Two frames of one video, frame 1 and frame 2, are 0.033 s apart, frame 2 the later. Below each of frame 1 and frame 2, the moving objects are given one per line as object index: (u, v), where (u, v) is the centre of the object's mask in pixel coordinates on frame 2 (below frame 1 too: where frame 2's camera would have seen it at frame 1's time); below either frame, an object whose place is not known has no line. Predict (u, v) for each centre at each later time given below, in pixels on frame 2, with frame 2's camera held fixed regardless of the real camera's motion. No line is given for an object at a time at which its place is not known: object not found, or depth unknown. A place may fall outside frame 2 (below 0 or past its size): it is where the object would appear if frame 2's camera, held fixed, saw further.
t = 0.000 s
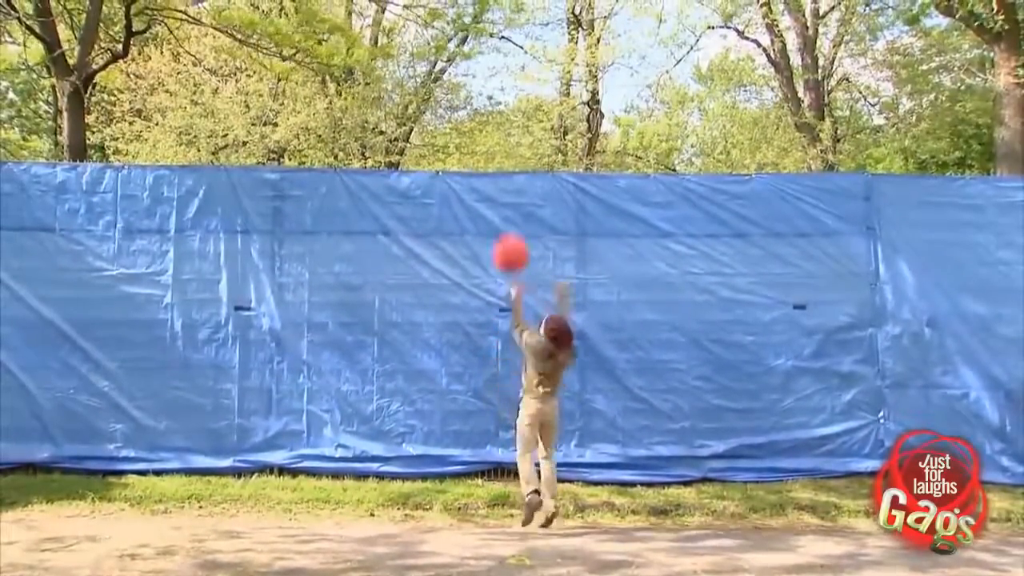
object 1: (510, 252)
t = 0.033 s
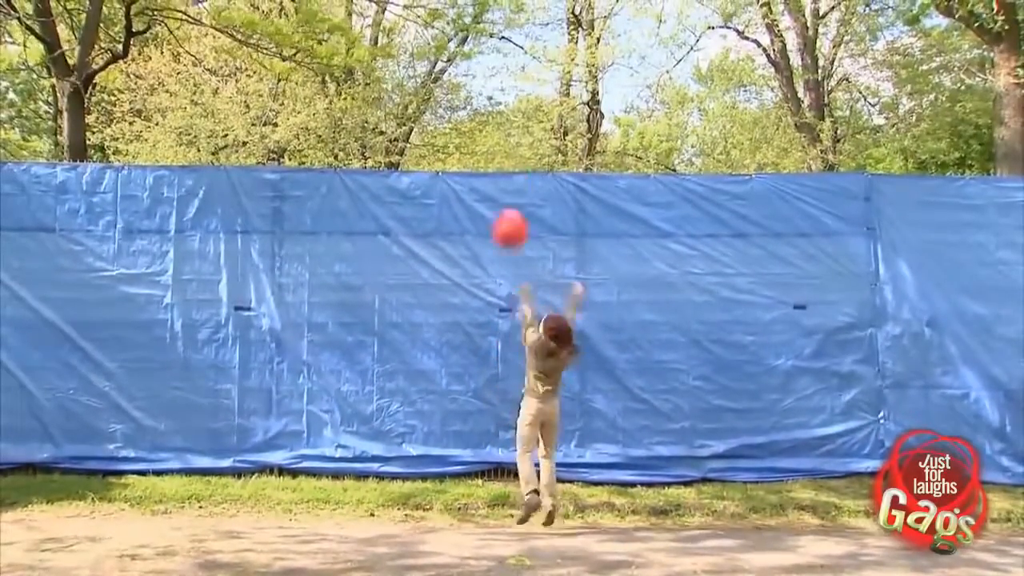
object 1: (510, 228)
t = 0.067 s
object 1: (510, 206)
